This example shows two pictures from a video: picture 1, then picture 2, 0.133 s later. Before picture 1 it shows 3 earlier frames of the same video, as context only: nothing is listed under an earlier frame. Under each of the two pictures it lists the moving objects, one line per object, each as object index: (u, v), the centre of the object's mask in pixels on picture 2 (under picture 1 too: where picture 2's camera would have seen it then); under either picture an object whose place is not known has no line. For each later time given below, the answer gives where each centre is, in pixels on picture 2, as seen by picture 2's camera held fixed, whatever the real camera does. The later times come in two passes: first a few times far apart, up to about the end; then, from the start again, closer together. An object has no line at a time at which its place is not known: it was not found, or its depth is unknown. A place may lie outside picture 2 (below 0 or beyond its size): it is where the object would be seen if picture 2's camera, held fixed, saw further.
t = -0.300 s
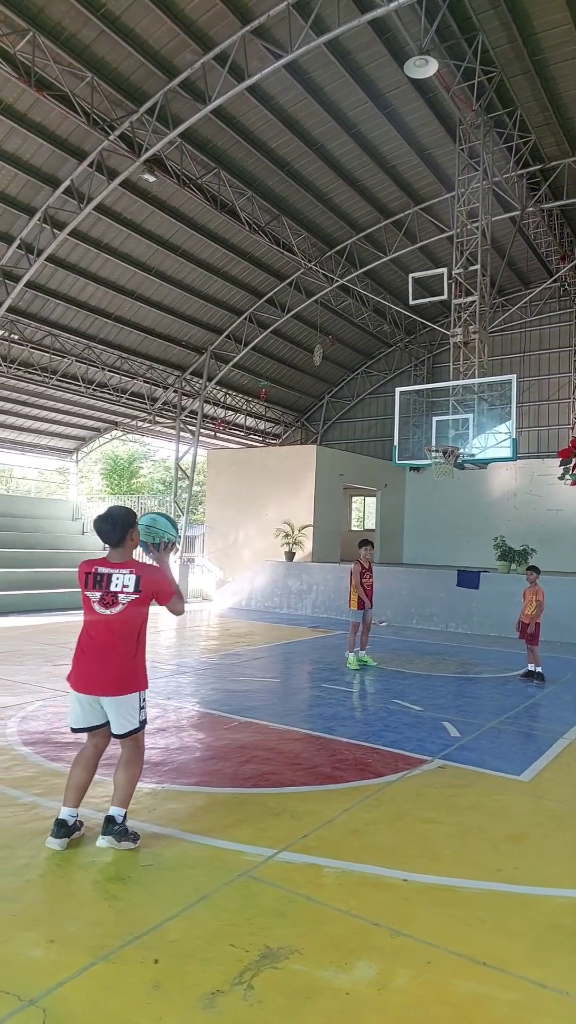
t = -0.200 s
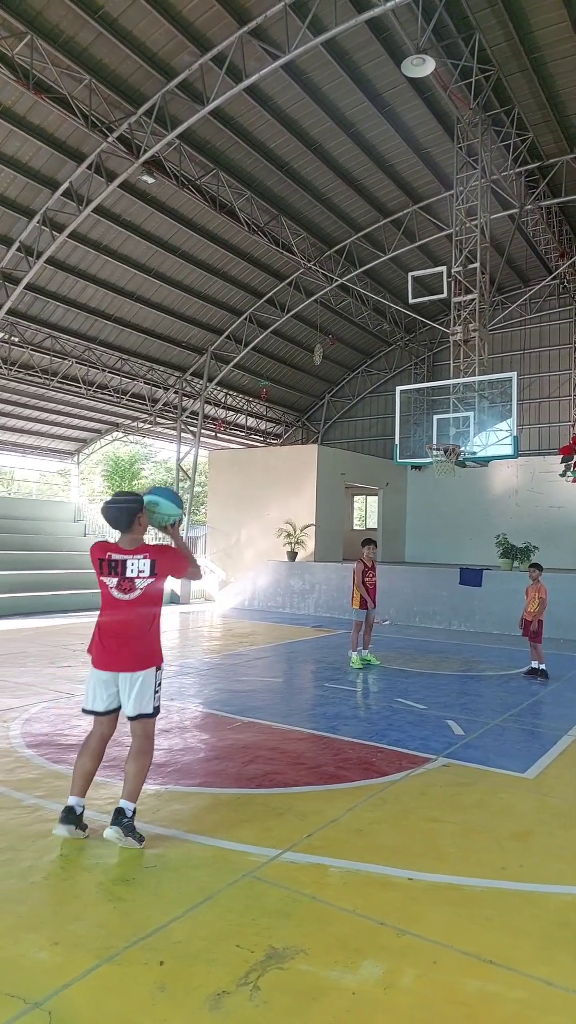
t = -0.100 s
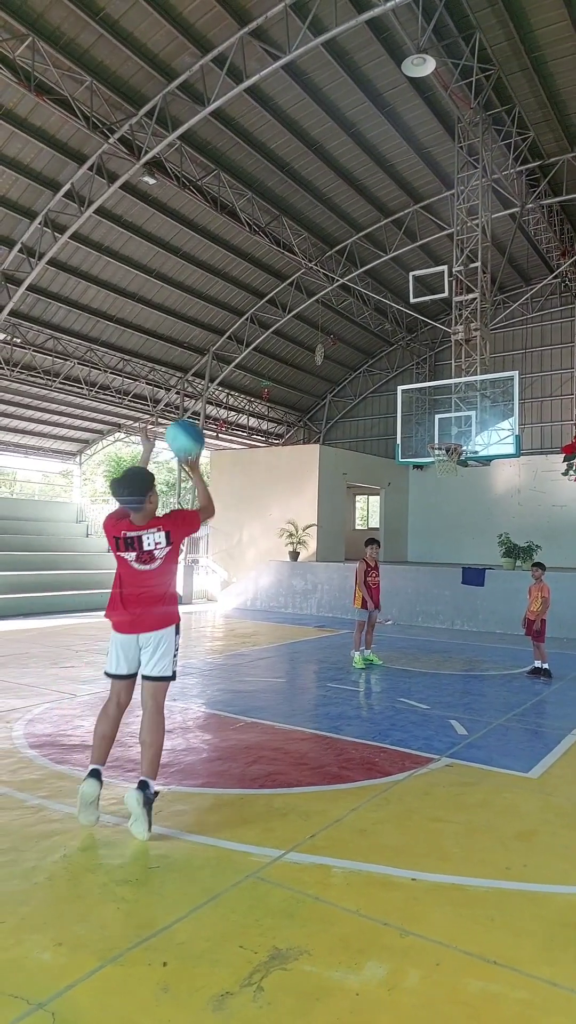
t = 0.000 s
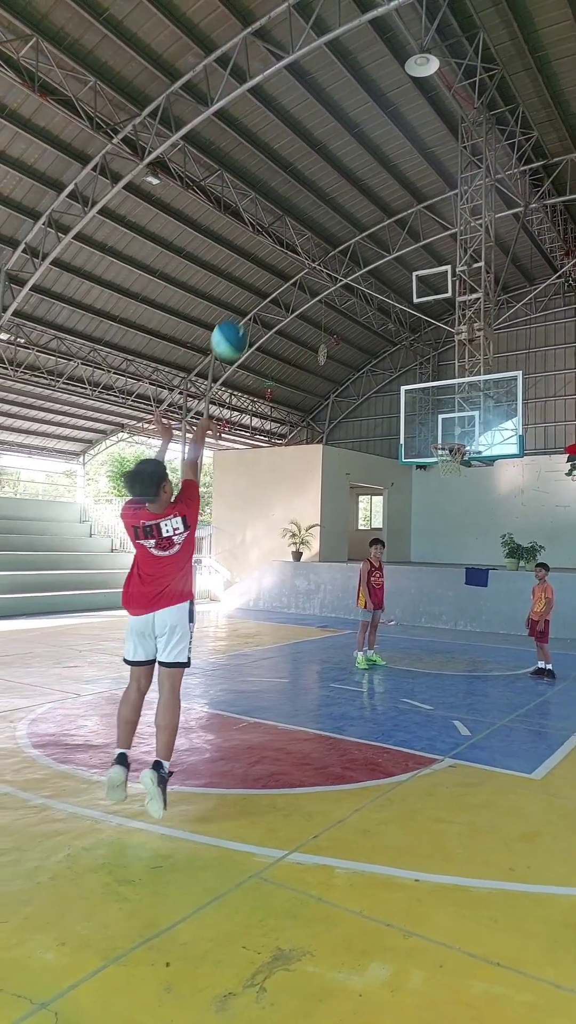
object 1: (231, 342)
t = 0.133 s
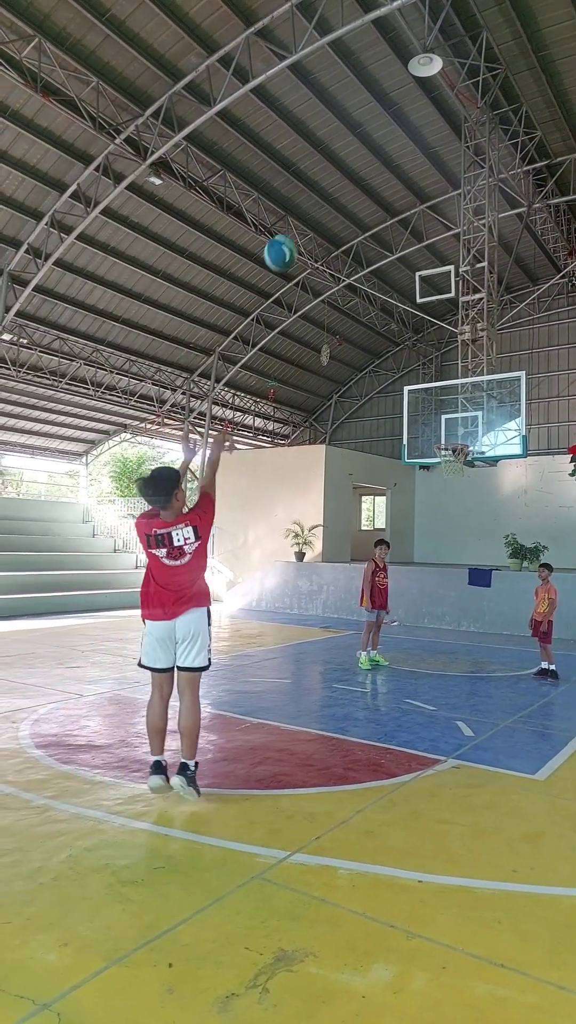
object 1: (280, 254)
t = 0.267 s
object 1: (318, 206)
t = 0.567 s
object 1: (377, 190)
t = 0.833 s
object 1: (414, 240)
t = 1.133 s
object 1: (442, 349)
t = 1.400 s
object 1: (460, 425)
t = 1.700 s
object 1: (482, 405)
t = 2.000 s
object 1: (507, 448)
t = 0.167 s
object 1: (291, 238)
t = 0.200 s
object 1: (301, 225)
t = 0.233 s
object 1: (309, 214)
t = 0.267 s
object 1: (318, 206)
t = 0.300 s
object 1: (326, 198)
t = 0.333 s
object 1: (333, 193)
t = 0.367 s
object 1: (341, 189)
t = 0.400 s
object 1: (348, 186)
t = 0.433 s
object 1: (355, 184)
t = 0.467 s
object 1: (361, 184)
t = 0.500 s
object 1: (367, 185)
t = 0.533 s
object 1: (372, 187)
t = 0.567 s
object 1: (377, 190)
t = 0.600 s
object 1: (383, 194)
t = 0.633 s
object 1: (387, 198)
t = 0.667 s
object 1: (392, 204)
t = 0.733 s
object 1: (402, 216)
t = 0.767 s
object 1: (406, 224)
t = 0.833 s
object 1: (414, 240)
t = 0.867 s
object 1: (418, 251)
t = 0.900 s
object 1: (421, 261)
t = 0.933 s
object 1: (425, 273)
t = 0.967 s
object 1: (429, 284)
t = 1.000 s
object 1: (431, 296)
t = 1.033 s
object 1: (435, 309)
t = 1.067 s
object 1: (437, 321)
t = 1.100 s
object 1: (439, 335)
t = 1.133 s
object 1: (442, 349)
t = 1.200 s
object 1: (446, 377)
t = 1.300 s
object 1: (452, 424)
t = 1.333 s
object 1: (454, 438)
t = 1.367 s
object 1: (457, 433)
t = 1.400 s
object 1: (460, 425)
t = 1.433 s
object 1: (463, 420)
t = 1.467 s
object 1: (465, 416)
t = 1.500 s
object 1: (467, 412)
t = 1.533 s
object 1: (469, 409)
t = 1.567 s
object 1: (472, 406)
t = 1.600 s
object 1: (475, 405)
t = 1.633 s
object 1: (477, 405)
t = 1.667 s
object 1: (479, 405)
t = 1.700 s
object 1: (482, 405)
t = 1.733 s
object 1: (485, 406)
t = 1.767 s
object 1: (488, 408)
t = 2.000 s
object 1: (507, 448)
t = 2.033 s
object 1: (509, 457)
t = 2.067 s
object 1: (512, 467)
